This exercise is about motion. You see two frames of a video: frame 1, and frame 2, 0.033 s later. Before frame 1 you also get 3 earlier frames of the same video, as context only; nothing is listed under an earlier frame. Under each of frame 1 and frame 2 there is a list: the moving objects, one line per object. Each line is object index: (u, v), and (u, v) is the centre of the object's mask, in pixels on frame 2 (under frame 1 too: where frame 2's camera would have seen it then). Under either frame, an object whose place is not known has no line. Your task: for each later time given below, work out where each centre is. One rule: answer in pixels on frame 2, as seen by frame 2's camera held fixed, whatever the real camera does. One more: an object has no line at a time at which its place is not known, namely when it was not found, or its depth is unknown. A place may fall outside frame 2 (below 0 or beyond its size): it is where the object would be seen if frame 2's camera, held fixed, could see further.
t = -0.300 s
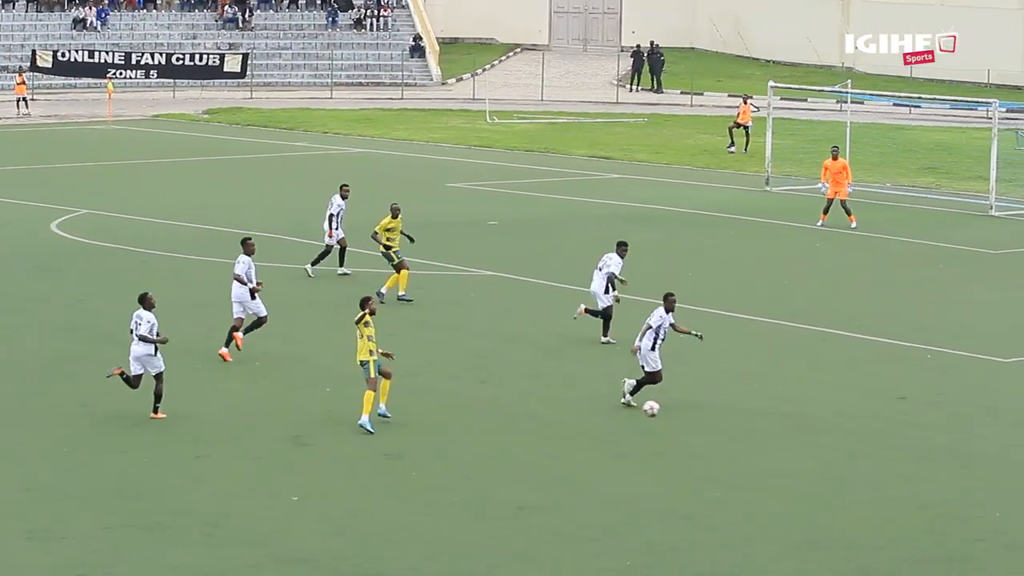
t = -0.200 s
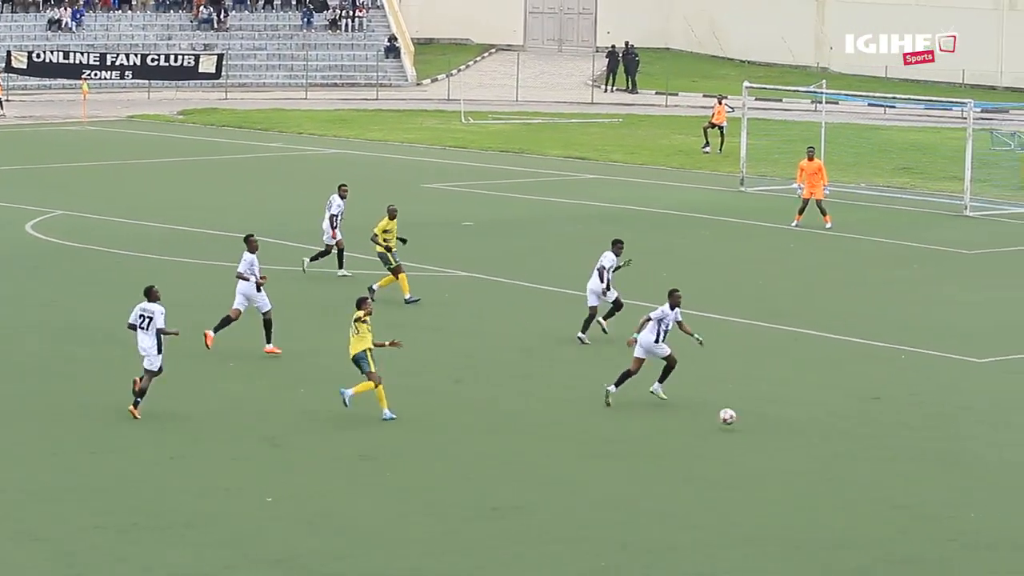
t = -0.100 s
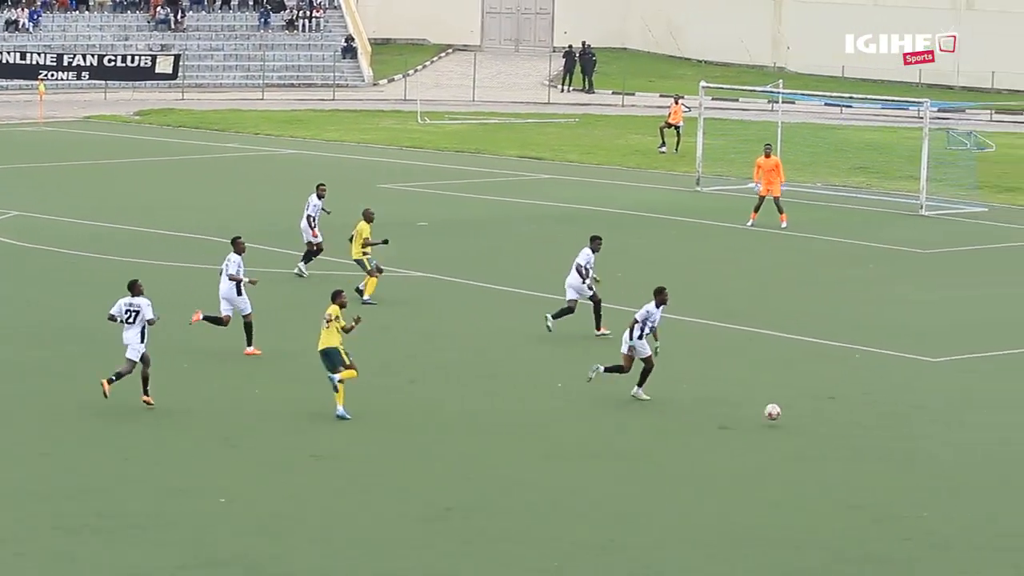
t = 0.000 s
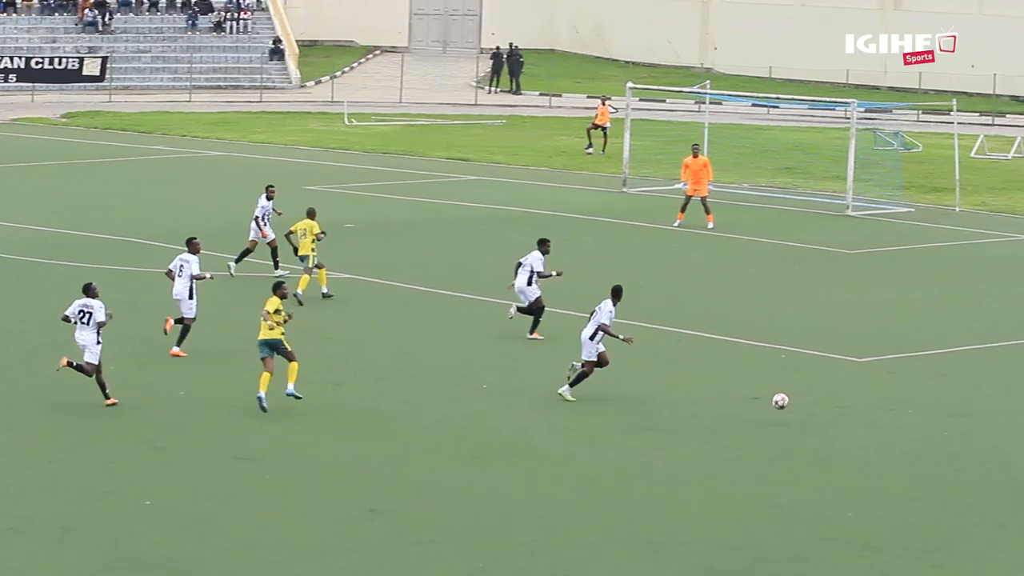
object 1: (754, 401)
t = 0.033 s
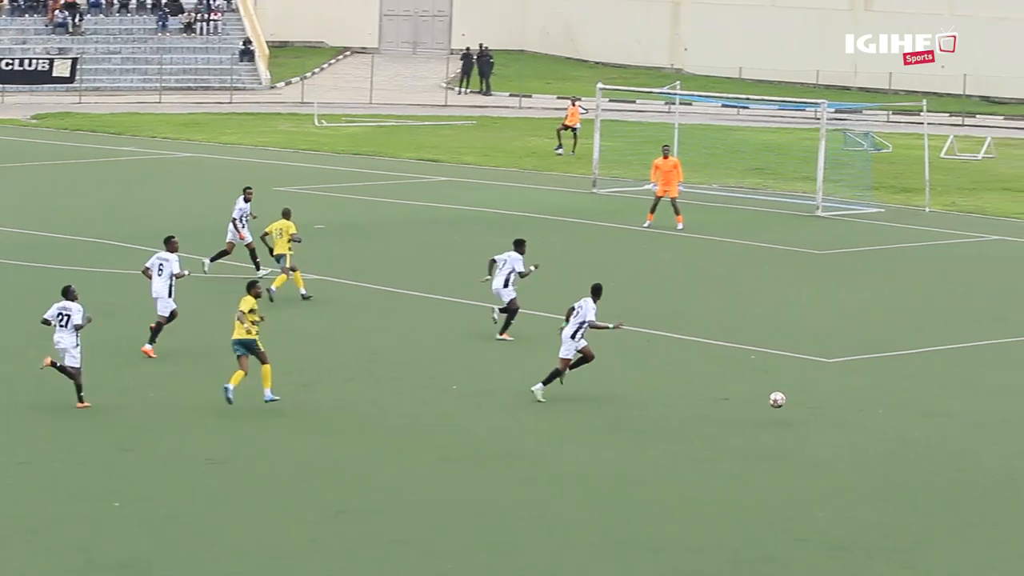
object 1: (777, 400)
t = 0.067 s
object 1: (799, 399)
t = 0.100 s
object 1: (821, 400)
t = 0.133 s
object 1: (845, 402)
